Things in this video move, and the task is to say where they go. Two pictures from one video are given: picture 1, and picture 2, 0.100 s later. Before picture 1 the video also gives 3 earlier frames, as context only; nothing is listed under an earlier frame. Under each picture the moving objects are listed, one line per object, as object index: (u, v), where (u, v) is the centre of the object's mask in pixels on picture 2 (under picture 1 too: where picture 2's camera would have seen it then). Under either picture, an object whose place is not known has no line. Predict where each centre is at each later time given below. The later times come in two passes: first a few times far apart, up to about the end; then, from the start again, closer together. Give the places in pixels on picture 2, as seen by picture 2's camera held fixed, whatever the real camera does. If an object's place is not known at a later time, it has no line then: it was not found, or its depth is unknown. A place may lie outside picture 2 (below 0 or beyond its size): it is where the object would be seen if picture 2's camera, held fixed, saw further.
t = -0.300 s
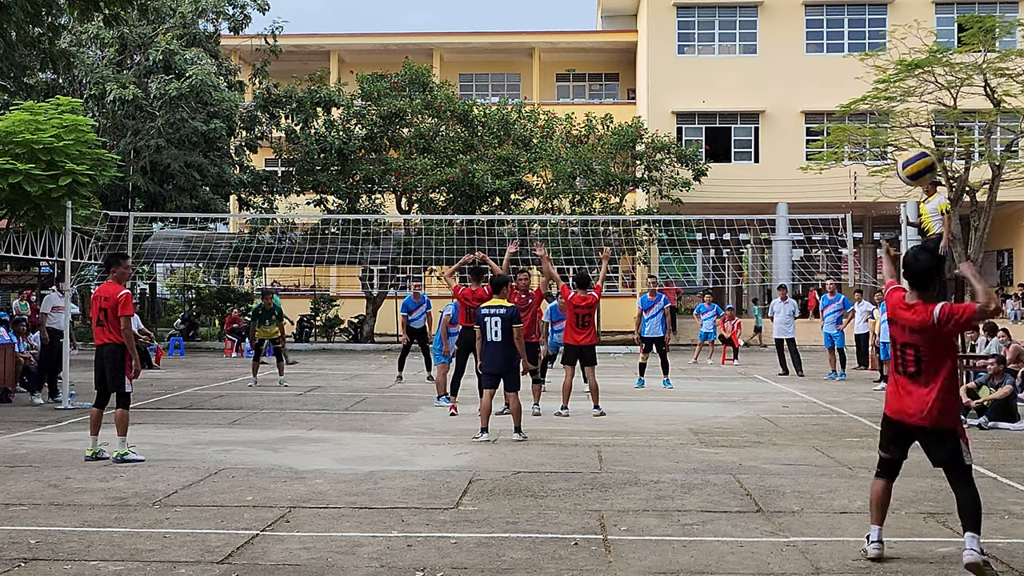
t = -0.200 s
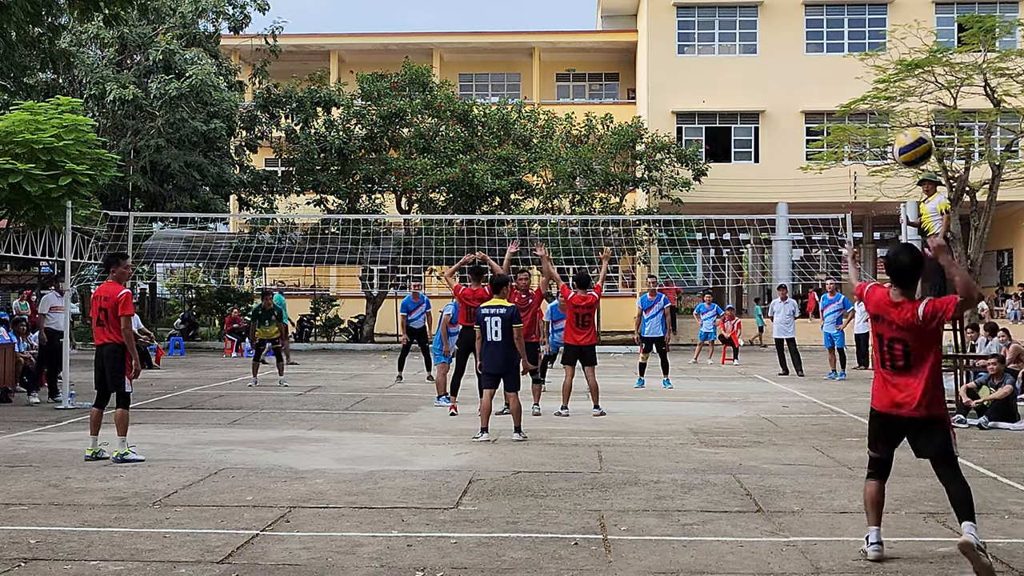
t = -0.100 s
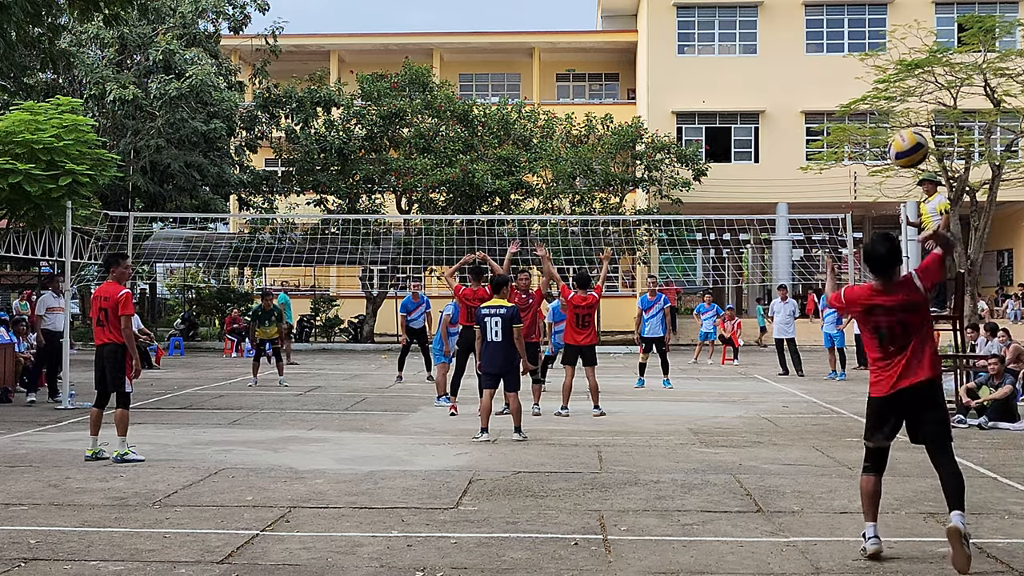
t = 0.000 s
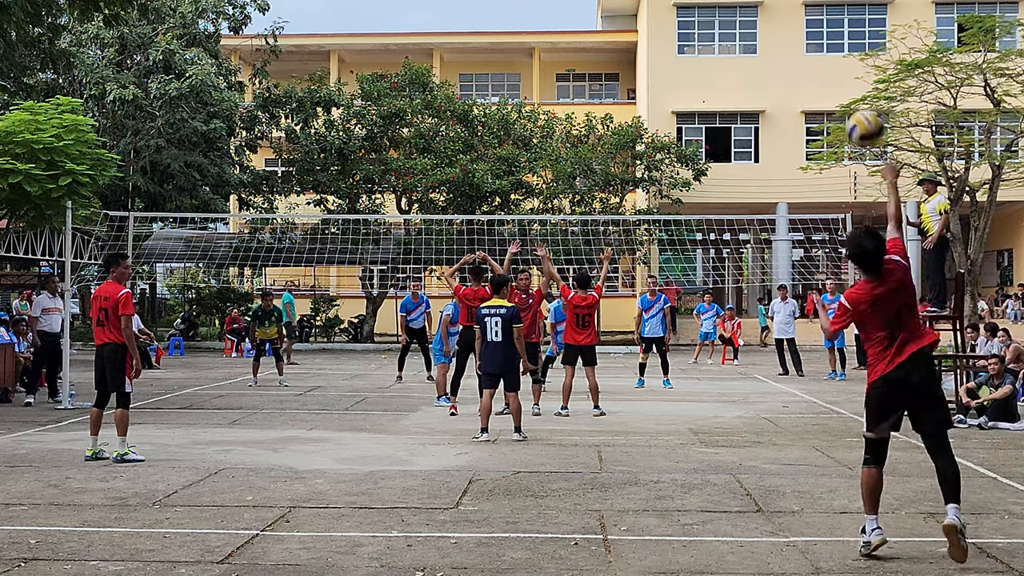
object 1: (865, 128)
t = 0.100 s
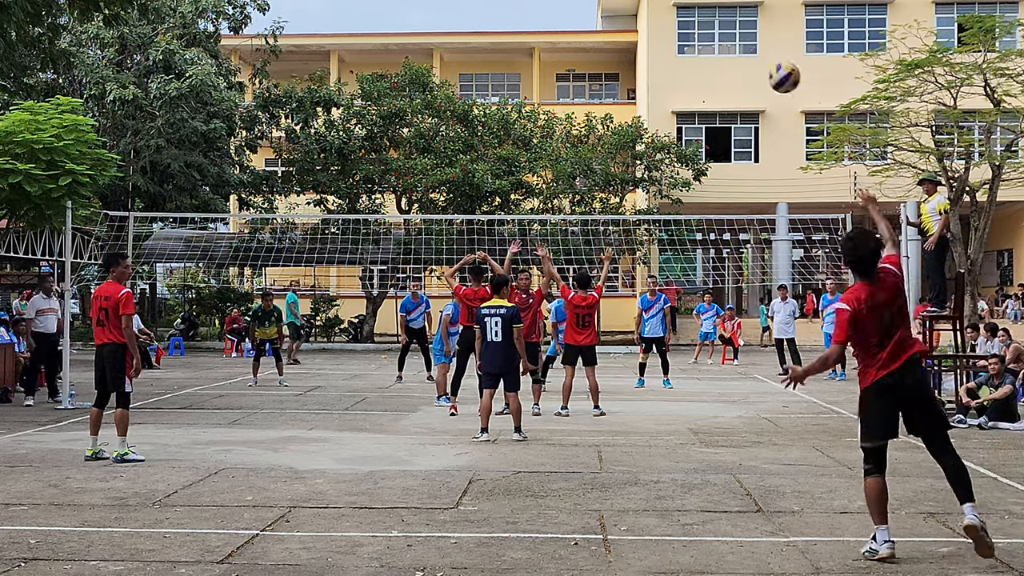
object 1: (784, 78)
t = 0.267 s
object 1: (691, 42)
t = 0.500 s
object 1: (610, 51)
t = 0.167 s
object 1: (743, 56)
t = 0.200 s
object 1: (725, 50)
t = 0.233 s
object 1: (708, 45)
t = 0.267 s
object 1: (691, 42)
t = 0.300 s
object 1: (679, 40)
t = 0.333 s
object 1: (665, 40)
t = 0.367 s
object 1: (653, 40)
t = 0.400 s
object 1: (641, 41)
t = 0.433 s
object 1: (630, 44)
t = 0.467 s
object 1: (619, 47)
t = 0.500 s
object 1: (610, 51)
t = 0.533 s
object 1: (601, 57)
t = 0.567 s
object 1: (592, 62)
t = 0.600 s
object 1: (584, 69)
